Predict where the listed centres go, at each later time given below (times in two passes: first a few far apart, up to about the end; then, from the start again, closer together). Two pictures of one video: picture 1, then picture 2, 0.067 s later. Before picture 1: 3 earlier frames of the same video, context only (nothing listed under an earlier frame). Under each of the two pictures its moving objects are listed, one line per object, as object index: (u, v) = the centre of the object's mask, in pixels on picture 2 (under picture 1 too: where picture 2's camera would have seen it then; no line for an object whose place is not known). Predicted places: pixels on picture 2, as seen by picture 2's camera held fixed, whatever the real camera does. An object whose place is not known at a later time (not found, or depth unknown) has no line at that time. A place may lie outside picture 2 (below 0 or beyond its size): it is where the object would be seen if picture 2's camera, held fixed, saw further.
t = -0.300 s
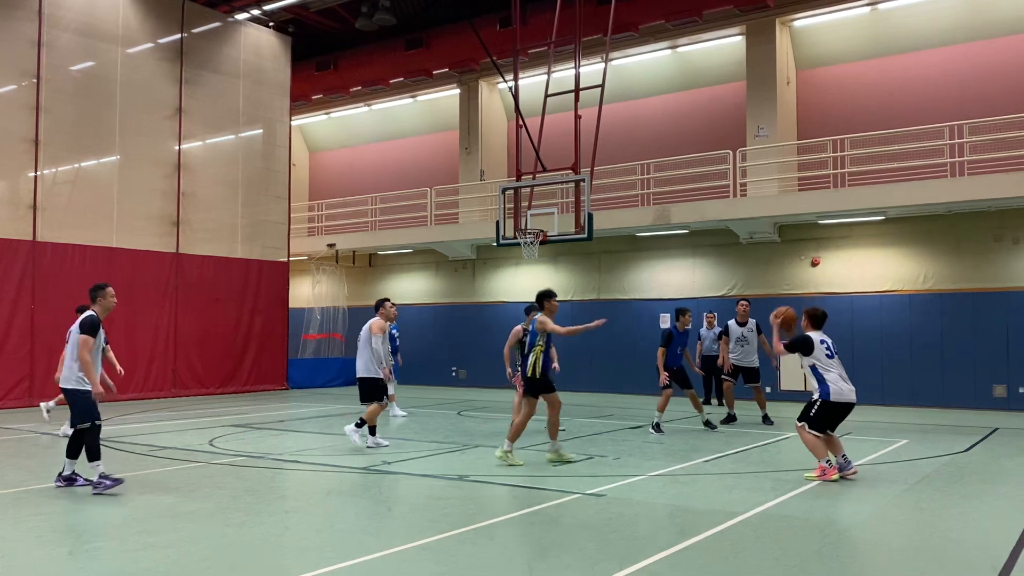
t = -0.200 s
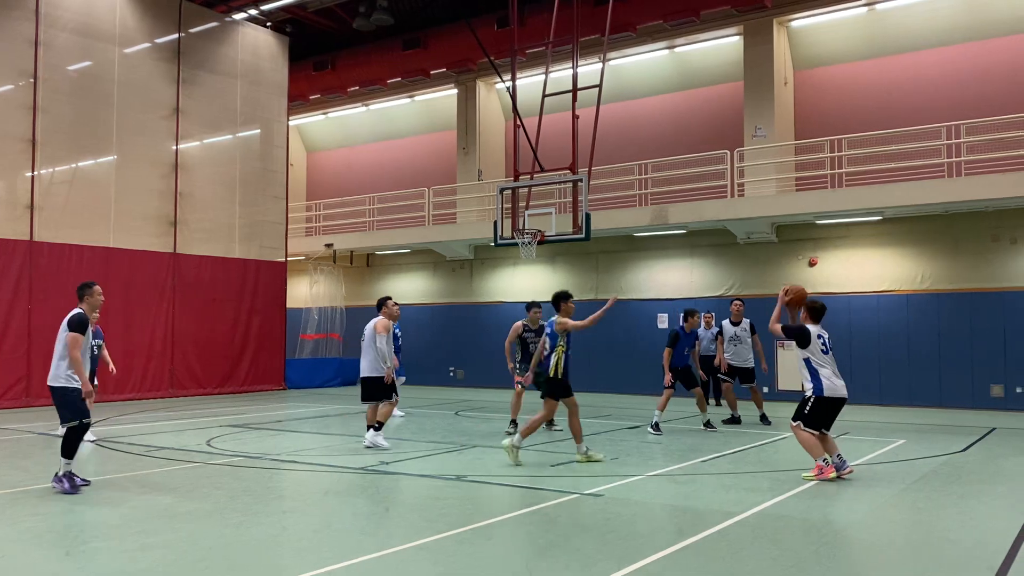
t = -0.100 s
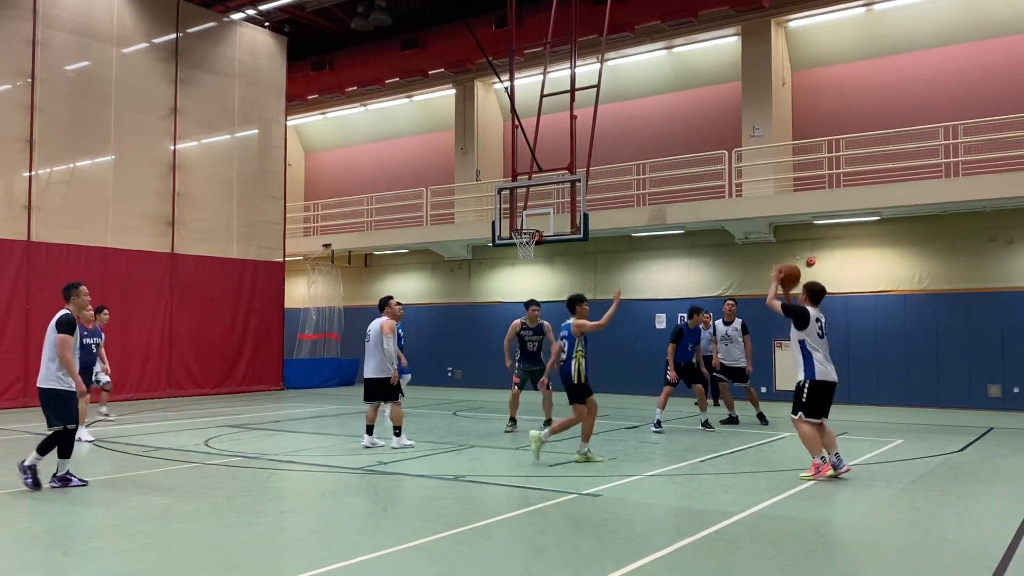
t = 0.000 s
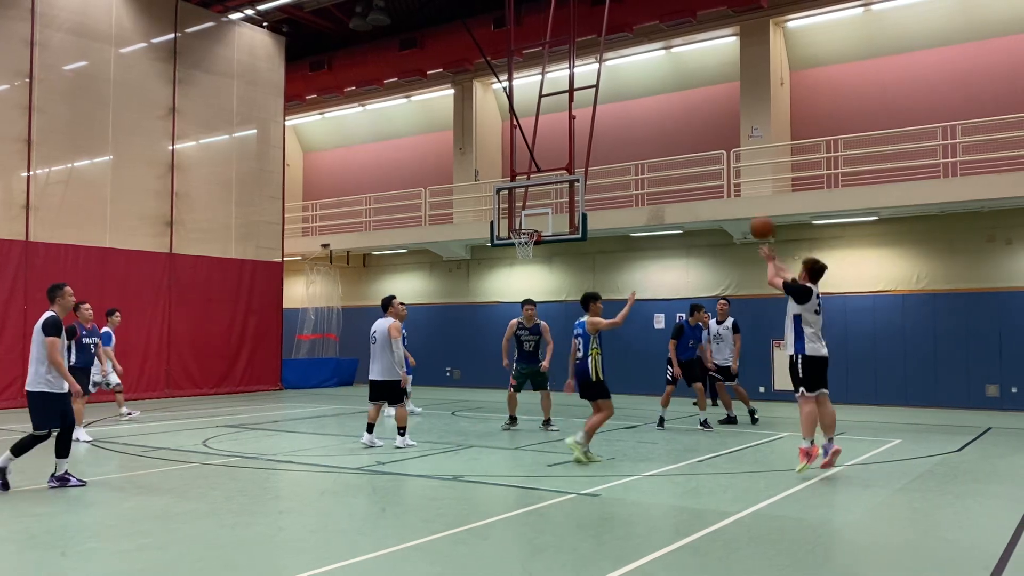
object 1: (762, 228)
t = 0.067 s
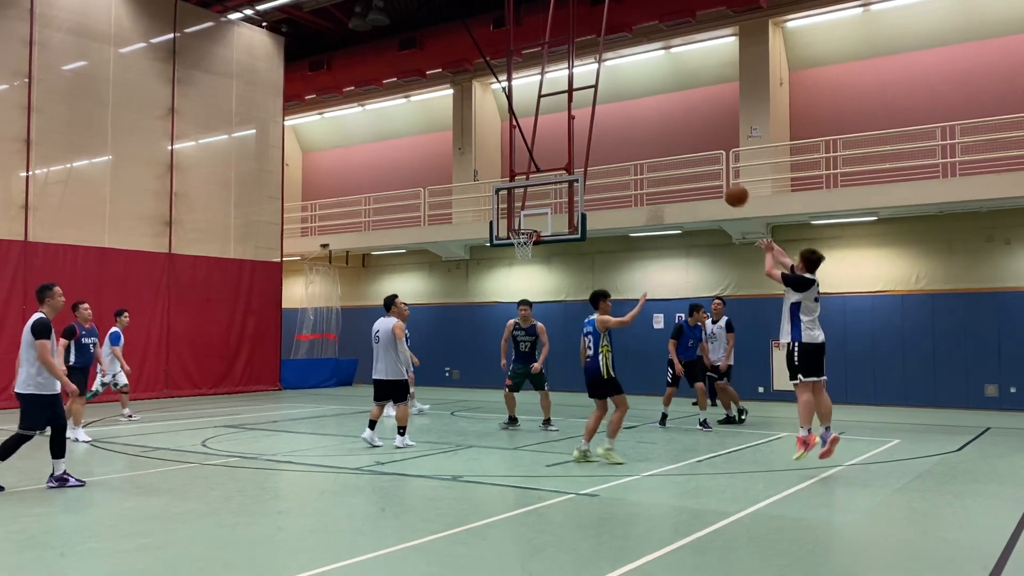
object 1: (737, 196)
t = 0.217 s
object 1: (688, 145)
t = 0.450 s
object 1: (629, 113)
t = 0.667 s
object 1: (585, 122)
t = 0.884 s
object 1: (550, 158)
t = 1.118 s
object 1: (518, 219)
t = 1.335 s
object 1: (560, 219)
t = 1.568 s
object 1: (591, 226)
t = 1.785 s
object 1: (621, 263)
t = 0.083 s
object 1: (731, 189)
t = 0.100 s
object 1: (725, 181)
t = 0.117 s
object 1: (719, 175)
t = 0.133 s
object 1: (714, 170)
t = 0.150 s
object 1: (708, 165)
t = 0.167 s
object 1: (703, 158)
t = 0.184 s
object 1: (698, 154)
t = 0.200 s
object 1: (693, 149)
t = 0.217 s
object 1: (688, 145)
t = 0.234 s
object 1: (684, 141)
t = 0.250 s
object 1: (679, 138)
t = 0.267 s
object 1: (674, 135)
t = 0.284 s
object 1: (669, 131)
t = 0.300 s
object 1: (665, 128)
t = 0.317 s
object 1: (661, 126)
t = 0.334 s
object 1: (656, 123)
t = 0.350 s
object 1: (652, 121)
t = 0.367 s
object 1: (648, 119)
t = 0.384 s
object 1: (644, 117)
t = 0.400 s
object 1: (640, 116)
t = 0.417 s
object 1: (636, 115)
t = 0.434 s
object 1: (632, 114)
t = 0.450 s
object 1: (629, 113)
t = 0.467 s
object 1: (625, 113)
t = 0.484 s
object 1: (621, 113)
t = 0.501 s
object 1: (618, 112)
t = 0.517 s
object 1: (614, 113)
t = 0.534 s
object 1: (611, 113)
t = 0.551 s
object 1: (608, 114)
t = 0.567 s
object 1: (604, 114)
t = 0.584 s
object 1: (601, 115)
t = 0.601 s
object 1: (598, 116)
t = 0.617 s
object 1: (595, 117)
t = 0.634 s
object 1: (592, 118)
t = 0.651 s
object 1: (589, 120)
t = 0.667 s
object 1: (585, 122)
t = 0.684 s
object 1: (582, 125)
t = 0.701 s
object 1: (580, 127)
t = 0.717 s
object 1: (576, 128)
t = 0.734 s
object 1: (573, 131)
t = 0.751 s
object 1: (571, 133)
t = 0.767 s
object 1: (568, 136)
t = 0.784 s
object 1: (565, 139)
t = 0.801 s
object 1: (563, 142)
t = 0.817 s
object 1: (560, 145)
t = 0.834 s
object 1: (557, 148)
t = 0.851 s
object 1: (555, 152)
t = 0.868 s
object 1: (552, 155)
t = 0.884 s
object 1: (550, 158)
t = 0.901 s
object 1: (547, 163)
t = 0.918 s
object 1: (545, 165)
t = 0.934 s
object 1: (543, 170)
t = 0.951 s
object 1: (540, 174)
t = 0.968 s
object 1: (538, 176)
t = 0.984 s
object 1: (536, 181)
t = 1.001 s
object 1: (533, 185)
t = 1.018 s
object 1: (531, 189)
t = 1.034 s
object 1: (529, 194)
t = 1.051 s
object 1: (527, 201)
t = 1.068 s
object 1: (524, 203)
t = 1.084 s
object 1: (522, 208)
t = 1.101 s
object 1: (521, 213)
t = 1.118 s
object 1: (518, 219)
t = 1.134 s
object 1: (516, 223)
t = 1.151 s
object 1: (514, 226)
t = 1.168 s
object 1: (519, 226)
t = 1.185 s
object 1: (523, 225)
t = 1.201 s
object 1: (528, 224)
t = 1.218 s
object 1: (533, 224)
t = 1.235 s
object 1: (537, 223)
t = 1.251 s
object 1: (542, 222)
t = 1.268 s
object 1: (546, 221)
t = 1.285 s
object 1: (551, 221)
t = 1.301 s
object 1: (555, 220)
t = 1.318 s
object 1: (558, 220)
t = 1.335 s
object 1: (560, 219)
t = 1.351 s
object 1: (562, 219)
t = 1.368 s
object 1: (566, 219)
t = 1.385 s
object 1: (567, 218)
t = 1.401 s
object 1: (569, 218)
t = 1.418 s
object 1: (572, 218)
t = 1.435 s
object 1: (573, 219)
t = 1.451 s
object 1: (576, 219)
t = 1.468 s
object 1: (577, 219)
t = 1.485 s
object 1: (579, 219)
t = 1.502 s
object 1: (582, 220)
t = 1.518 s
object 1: (584, 221)
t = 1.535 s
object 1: (587, 222)
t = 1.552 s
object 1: (589, 224)
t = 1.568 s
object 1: (591, 226)
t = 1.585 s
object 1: (594, 227)
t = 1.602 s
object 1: (595, 229)
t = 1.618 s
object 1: (597, 231)
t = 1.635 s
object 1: (600, 234)
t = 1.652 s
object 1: (602, 236)
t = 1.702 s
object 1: (609, 244)
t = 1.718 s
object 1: (611, 247)
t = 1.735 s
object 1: (614, 251)
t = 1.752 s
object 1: (617, 254)
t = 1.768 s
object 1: (619, 258)
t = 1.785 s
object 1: (621, 263)
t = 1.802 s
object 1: (623, 267)
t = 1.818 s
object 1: (626, 271)
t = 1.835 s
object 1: (628, 276)
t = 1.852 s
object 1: (631, 281)
